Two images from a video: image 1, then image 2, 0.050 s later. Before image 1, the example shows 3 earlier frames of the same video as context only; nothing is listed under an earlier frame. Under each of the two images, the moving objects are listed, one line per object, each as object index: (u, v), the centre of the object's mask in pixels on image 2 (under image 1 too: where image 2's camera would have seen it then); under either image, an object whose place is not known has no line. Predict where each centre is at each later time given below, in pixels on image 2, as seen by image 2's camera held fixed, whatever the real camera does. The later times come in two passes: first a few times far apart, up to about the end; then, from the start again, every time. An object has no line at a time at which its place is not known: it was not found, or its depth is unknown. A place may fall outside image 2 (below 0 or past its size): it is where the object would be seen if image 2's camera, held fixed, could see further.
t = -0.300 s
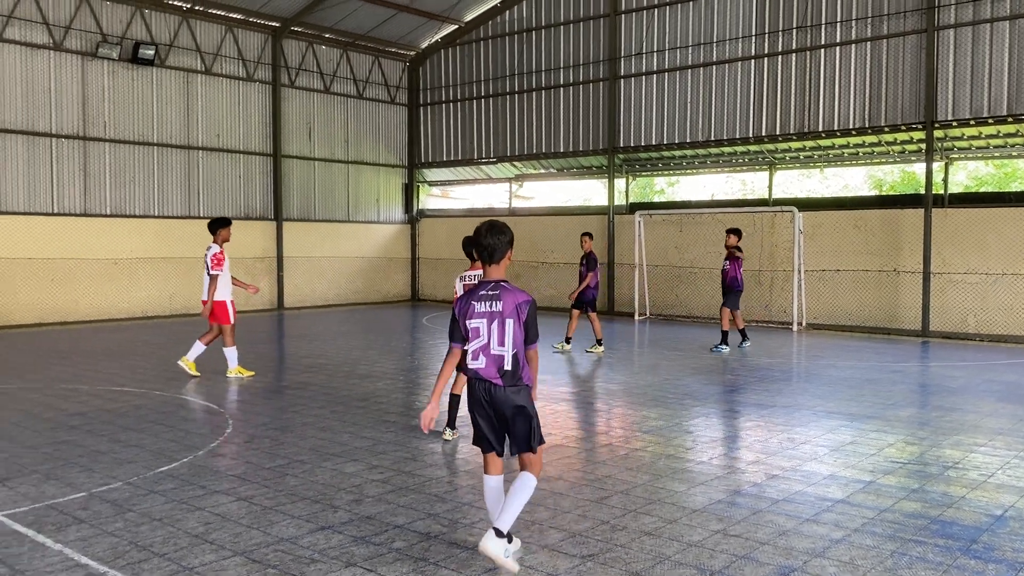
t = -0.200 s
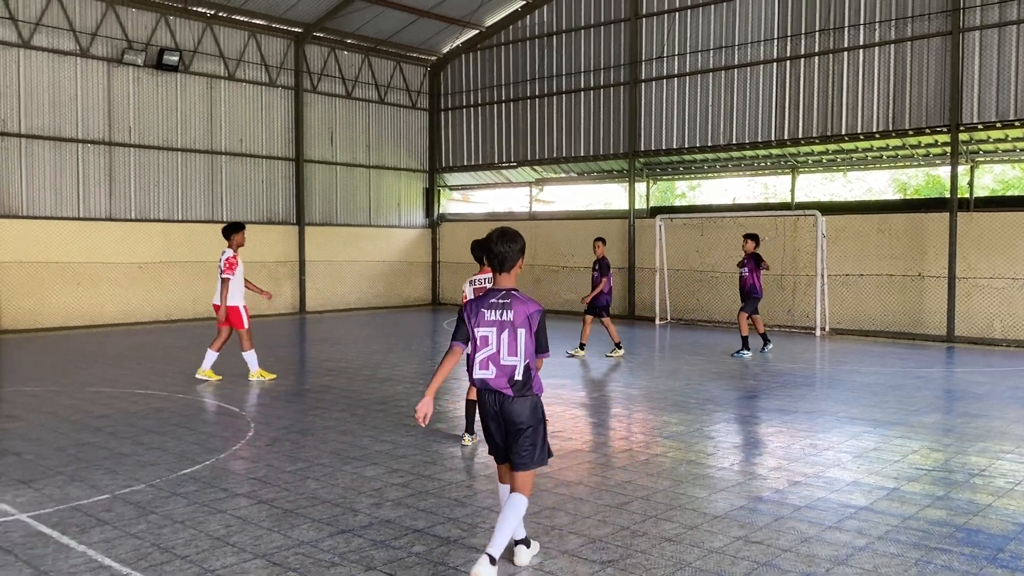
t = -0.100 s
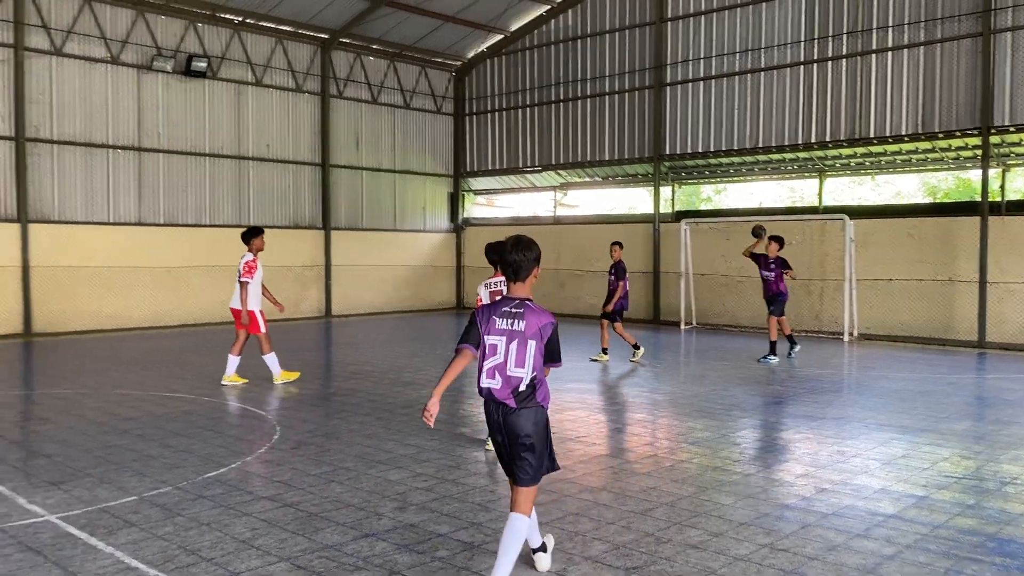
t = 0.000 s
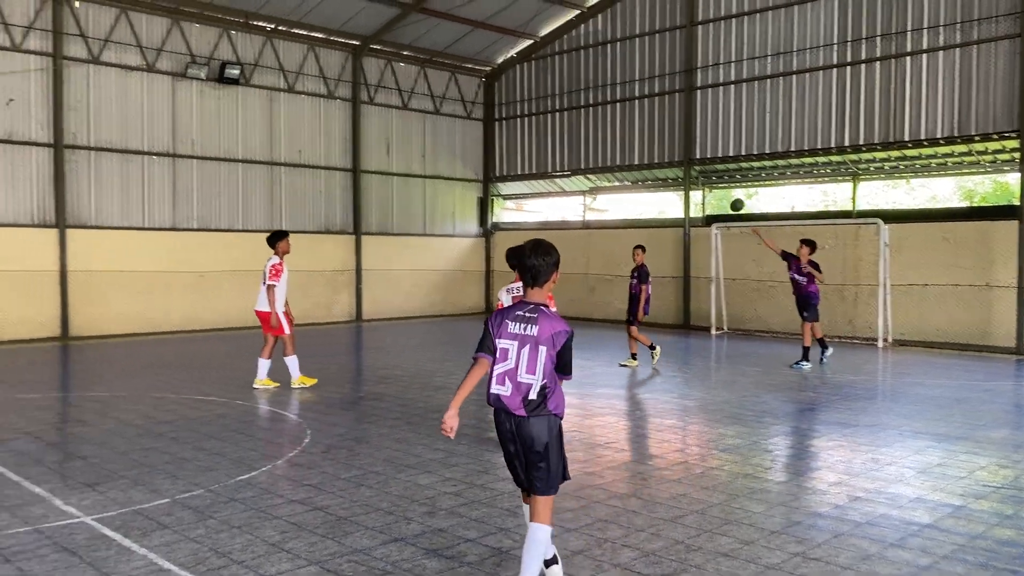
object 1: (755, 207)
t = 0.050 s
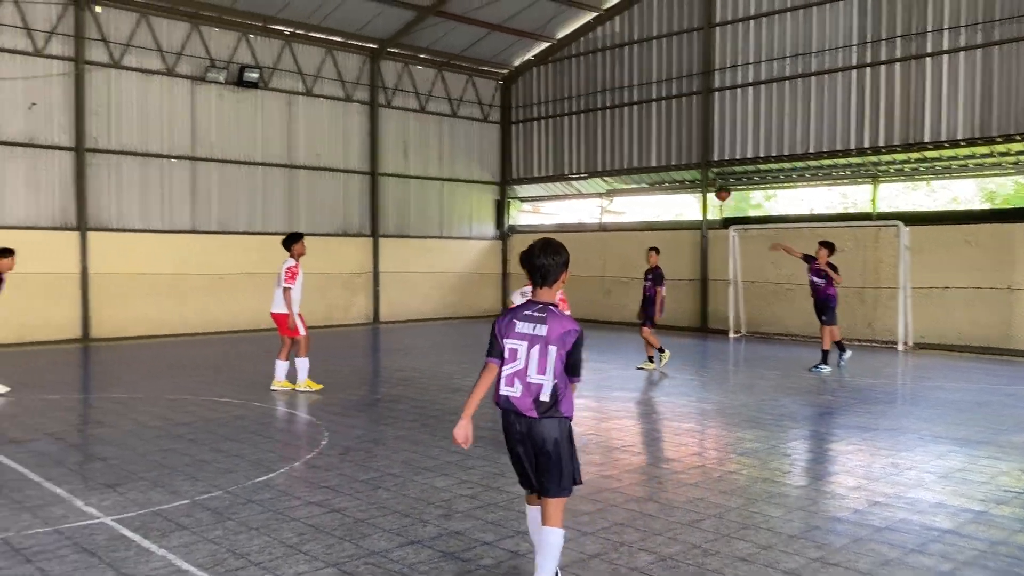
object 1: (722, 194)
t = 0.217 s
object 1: (605, 156)
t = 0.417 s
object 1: (449, 134)
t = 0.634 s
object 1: (253, 147)
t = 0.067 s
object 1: (711, 189)
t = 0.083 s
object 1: (700, 185)
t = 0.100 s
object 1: (689, 179)
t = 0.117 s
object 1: (677, 176)
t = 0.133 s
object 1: (665, 173)
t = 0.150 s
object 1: (653, 169)
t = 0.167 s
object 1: (642, 164)
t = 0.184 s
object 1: (630, 162)
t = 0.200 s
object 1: (618, 158)
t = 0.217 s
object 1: (605, 156)
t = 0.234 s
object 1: (593, 153)
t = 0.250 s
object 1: (581, 150)
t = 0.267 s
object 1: (569, 147)
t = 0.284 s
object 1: (555, 145)
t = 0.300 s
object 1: (543, 143)
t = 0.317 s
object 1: (530, 141)
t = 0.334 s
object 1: (517, 140)
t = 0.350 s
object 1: (504, 138)
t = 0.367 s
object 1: (491, 137)
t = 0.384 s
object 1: (477, 136)
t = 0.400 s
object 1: (463, 135)
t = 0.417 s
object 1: (449, 134)
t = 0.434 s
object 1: (436, 134)
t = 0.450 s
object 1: (421, 133)
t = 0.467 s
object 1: (407, 134)
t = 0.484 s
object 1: (392, 134)
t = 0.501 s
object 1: (378, 134)
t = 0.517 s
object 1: (362, 135)
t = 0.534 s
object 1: (347, 136)
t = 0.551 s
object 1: (332, 137)
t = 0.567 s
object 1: (317, 139)
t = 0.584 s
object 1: (301, 140)
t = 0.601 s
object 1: (285, 142)
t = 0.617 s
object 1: (269, 144)
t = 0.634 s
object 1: (253, 147)
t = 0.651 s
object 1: (236, 150)
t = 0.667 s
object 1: (220, 153)
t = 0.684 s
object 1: (203, 157)
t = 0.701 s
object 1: (186, 161)
